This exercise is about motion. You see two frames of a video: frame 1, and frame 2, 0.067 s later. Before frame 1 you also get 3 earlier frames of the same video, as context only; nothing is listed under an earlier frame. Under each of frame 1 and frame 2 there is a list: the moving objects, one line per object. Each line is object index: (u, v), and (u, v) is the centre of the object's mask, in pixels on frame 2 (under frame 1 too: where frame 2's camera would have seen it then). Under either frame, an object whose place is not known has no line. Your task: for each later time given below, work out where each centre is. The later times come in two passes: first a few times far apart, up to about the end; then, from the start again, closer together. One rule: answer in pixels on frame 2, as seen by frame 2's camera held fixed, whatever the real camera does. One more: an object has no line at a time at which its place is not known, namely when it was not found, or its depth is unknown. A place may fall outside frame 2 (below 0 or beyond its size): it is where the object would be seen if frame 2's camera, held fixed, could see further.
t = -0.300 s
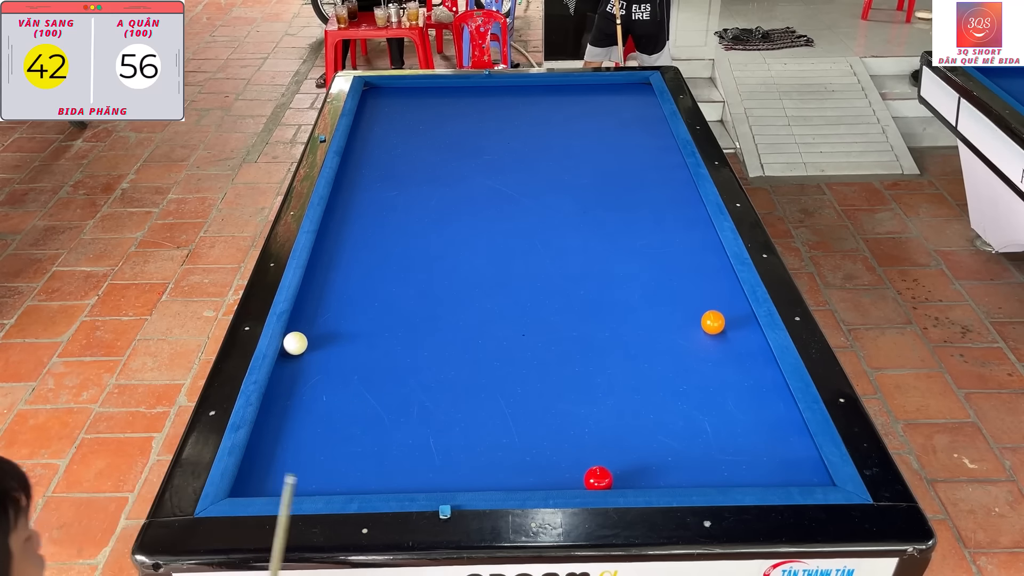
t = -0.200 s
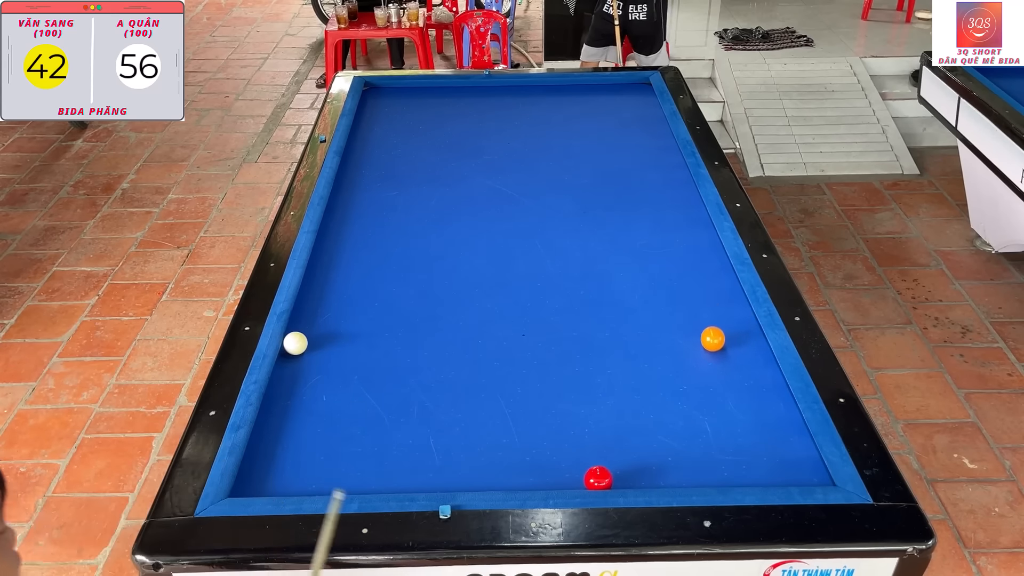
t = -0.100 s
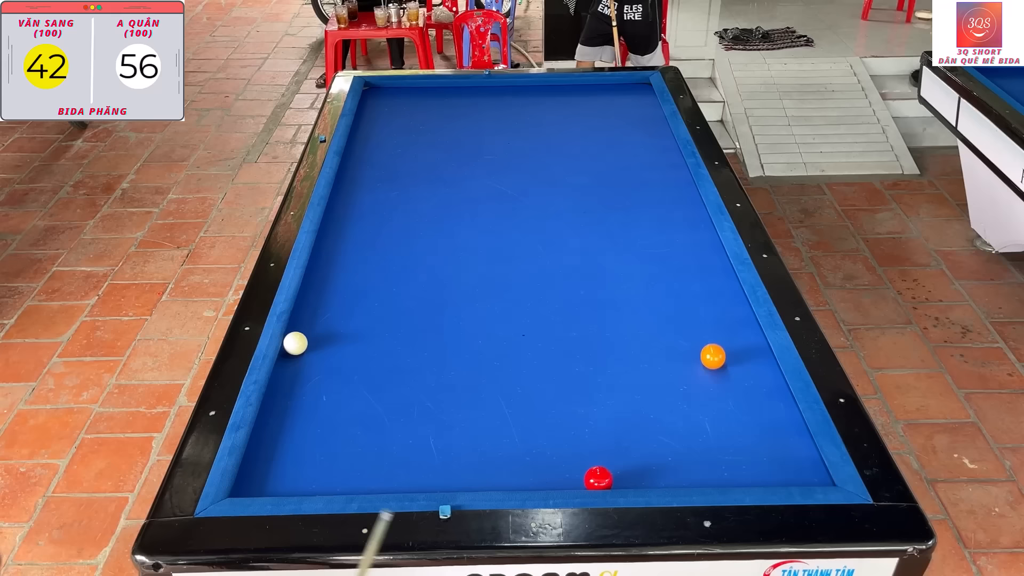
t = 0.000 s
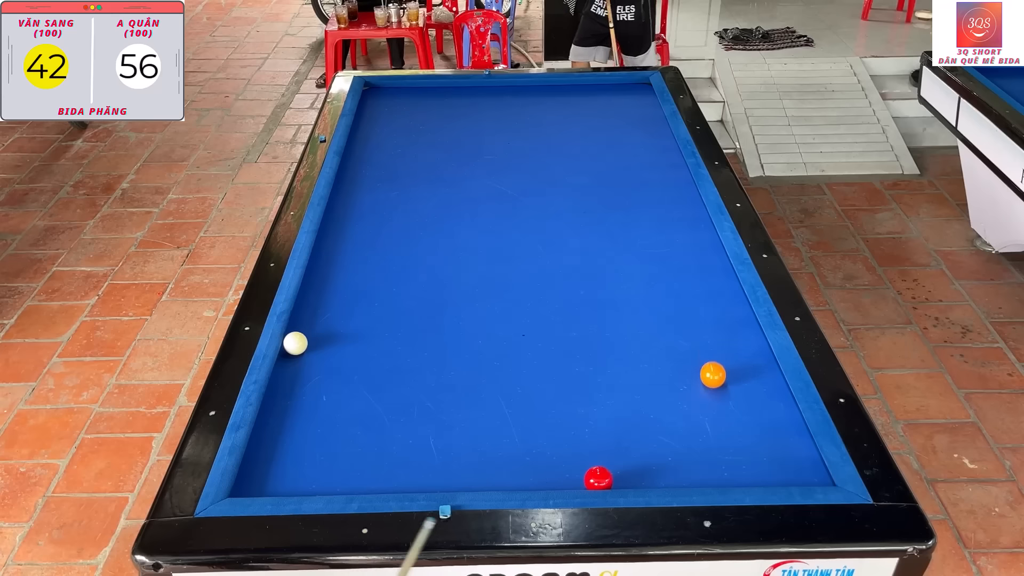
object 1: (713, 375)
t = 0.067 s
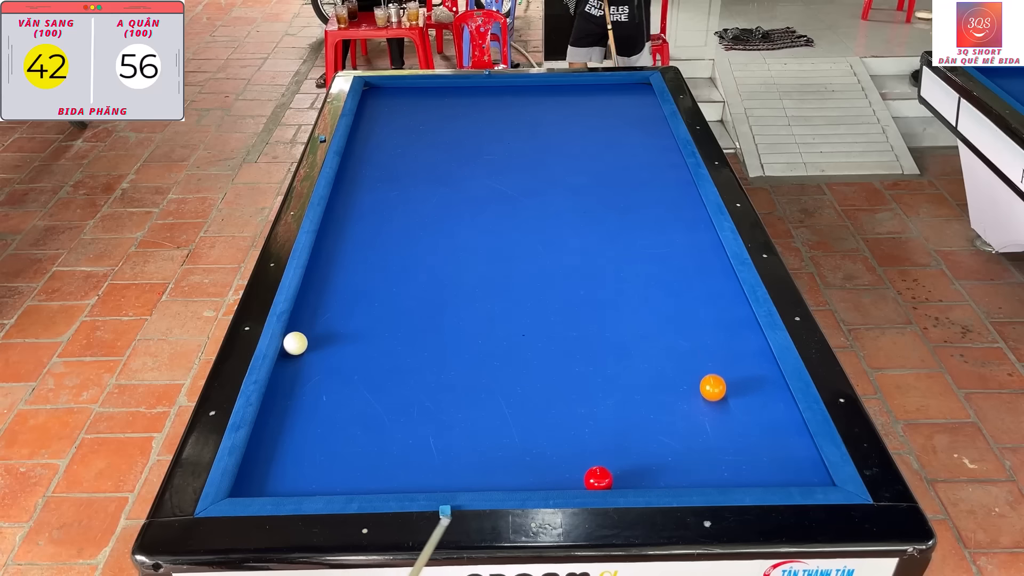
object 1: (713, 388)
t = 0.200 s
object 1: (713, 415)
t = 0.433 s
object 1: (713, 466)
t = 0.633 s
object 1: (689, 459)
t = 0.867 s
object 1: (655, 432)
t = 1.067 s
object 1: (628, 411)
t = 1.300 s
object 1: (599, 388)
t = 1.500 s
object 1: (577, 370)
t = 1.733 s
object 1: (553, 351)
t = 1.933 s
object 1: (533, 336)
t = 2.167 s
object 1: (512, 319)
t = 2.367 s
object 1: (495, 307)
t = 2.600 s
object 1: (477, 293)
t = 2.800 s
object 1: (462, 281)
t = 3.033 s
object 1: (446, 269)
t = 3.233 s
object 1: (433, 260)
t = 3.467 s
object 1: (419, 249)
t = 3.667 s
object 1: (407, 240)
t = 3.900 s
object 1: (395, 231)
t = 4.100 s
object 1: (384, 223)
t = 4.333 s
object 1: (373, 215)
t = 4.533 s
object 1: (364, 208)
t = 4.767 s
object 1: (354, 201)
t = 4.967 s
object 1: (346, 195)
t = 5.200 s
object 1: (343, 188)
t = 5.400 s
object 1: (349, 184)
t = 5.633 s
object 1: (355, 179)
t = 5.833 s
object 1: (361, 175)
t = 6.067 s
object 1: (366, 171)
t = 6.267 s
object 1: (370, 168)
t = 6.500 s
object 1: (375, 164)
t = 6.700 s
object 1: (378, 161)
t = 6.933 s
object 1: (382, 158)
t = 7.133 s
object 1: (385, 156)
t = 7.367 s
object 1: (389, 153)
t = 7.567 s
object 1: (391, 151)
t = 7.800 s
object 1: (393, 149)
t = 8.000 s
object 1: (395, 147)
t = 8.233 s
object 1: (397, 146)
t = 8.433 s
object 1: (398, 144)
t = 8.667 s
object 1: (399, 143)
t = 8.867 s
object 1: (400, 143)
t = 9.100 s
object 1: (400, 142)
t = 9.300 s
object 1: (401, 142)
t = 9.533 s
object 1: (401, 142)
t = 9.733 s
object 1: (401, 142)
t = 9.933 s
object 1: (401, 142)
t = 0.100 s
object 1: (713, 394)
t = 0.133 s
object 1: (713, 401)
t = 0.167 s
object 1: (713, 408)
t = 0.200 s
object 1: (713, 415)
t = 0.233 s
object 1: (713, 421)
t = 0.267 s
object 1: (713, 428)
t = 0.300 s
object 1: (713, 436)
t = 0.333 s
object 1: (713, 443)
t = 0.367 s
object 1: (713, 451)
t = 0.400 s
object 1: (713, 458)
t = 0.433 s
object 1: (713, 466)
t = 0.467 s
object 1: (713, 473)
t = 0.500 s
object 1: (712, 478)
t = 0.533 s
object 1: (706, 475)
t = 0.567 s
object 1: (701, 470)
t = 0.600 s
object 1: (695, 464)
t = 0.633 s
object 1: (689, 459)
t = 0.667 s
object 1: (684, 455)
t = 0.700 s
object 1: (679, 451)
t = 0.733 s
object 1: (674, 447)
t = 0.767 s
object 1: (669, 443)
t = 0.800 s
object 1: (665, 439)
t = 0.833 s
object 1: (660, 436)
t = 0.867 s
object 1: (655, 432)
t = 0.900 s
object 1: (650, 428)
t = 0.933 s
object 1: (646, 425)
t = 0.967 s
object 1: (642, 421)
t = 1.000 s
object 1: (637, 418)
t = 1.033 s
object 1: (633, 414)
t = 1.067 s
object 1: (628, 411)
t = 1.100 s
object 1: (624, 408)
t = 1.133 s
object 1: (620, 404)
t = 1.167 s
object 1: (616, 401)
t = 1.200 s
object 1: (611, 398)
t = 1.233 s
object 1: (607, 394)
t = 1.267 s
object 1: (603, 391)
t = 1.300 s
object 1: (599, 388)
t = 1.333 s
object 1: (596, 385)
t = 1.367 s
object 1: (592, 382)
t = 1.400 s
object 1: (588, 379)
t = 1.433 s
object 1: (584, 376)
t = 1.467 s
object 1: (581, 373)
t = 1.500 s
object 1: (577, 370)
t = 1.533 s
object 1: (573, 367)
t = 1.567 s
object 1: (570, 364)
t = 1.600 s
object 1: (566, 362)
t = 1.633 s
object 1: (563, 359)
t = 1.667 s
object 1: (560, 356)
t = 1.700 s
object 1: (556, 354)
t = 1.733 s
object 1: (553, 351)
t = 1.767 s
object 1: (549, 348)
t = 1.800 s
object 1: (546, 346)
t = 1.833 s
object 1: (543, 343)
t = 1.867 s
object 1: (540, 341)
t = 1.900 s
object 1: (536, 338)
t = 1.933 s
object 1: (533, 336)
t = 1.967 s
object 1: (530, 333)
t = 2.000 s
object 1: (527, 331)
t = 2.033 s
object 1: (524, 329)
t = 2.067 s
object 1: (521, 326)
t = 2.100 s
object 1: (518, 324)
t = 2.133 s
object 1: (515, 322)
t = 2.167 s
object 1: (512, 319)
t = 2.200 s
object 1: (509, 317)
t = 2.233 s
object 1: (507, 315)
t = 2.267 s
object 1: (504, 313)
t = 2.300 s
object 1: (501, 311)
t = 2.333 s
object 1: (498, 309)
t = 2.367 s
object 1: (495, 307)
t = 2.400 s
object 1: (493, 305)
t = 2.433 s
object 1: (490, 303)
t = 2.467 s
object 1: (487, 301)
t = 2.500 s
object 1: (485, 299)
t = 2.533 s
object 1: (482, 297)
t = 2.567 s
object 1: (479, 295)
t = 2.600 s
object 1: (477, 293)
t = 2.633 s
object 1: (474, 291)
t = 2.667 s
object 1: (472, 289)
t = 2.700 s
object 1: (469, 287)
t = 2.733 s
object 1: (467, 285)
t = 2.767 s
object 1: (465, 283)
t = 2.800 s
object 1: (462, 281)
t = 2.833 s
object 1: (460, 280)
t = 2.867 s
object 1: (457, 278)
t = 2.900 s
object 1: (455, 276)
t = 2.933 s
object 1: (453, 274)
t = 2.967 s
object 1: (451, 273)
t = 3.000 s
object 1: (448, 271)
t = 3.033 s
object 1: (446, 269)
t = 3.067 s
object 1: (444, 268)
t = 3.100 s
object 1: (442, 266)
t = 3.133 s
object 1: (439, 264)
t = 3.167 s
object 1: (437, 263)
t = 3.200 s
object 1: (435, 261)
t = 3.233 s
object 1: (433, 260)
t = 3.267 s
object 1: (431, 258)
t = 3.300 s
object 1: (429, 256)
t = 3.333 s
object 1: (427, 255)
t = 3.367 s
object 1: (425, 253)
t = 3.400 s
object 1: (423, 252)
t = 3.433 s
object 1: (421, 250)
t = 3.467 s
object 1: (419, 249)
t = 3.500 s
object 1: (417, 247)
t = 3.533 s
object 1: (415, 246)
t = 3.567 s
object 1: (413, 244)
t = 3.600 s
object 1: (411, 243)
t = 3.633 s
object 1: (409, 242)
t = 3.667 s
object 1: (407, 240)
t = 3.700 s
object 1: (405, 239)
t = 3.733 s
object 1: (403, 238)
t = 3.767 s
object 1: (402, 236)
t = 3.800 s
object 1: (400, 235)
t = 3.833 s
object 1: (398, 233)
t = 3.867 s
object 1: (396, 232)
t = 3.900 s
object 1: (395, 231)
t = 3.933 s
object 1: (393, 230)
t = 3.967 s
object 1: (391, 228)
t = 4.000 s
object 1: (389, 227)
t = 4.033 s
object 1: (388, 226)
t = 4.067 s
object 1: (386, 224)
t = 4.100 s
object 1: (384, 223)
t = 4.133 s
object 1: (383, 222)
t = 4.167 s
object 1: (381, 221)
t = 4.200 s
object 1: (379, 220)
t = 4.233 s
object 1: (378, 218)
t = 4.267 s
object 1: (376, 217)
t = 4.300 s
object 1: (375, 216)
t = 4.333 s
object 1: (373, 215)
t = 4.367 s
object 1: (372, 214)
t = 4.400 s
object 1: (370, 213)
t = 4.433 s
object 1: (369, 211)
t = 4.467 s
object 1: (367, 210)
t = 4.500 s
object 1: (365, 209)
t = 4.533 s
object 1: (364, 208)
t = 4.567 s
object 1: (362, 207)
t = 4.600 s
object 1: (361, 206)
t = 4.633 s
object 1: (360, 205)
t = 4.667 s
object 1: (358, 204)
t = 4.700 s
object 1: (357, 203)
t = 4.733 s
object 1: (355, 202)
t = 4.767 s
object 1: (354, 201)
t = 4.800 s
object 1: (353, 200)
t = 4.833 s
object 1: (351, 199)
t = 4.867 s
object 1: (350, 198)
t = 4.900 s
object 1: (348, 197)
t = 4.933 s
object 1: (347, 196)
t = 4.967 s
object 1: (346, 195)
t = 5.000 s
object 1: (344, 194)
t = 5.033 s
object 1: (343, 192)
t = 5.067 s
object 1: (342, 192)
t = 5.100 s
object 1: (341, 191)
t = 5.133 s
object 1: (341, 190)
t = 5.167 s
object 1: (342, 189)
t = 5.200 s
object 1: (343, 188)
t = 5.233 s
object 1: (344, 188)
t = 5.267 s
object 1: (345, 187)
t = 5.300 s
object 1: (346, 186)
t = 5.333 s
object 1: (347, 185)
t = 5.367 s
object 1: (348, 185)
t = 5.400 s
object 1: (349, 184)
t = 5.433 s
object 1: (350, 183)
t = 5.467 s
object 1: (351, 183)
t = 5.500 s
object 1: (352, 182)
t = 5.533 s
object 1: (353, 181)
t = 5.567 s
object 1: (354, 181)
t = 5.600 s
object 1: (355, 180)
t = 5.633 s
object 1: (355, 179)
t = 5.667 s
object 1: (356, 179)
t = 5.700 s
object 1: (357, 178)
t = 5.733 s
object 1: (358, 177)
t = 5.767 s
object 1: (359, 177)
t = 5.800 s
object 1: (360, 176)
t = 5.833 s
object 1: (361, 175)
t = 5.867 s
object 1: (362, 175)
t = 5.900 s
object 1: (362, 174)
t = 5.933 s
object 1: (363, 174)
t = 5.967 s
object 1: (364, 173)
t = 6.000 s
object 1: (365, 172)
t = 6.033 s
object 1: (365, 172)
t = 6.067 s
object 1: (366, 171)
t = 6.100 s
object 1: (367, 171)
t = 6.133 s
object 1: (368, 170)
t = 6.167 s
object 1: (368, 170)
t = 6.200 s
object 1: (369, 169)
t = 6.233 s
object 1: (370, 168)
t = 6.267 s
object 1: (370, 168)
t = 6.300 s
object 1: (371, 167)
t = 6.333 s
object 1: (372, 167)
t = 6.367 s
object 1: (372, 166)
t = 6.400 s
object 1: (373, 166)
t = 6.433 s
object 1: (374, 165)
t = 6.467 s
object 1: (374, 165)
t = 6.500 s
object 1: (375, 164)
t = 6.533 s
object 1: (375, 164)
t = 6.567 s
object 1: (376, 163)
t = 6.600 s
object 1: (377, 163)
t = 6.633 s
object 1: (377, 162)
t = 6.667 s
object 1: (378, 162)
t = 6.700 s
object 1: (378, 161)
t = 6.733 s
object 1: (379, 161)
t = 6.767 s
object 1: (380, 160)
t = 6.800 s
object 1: (380, 160)
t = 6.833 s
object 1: (381, 159)
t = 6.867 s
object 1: (381, 159)
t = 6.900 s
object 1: (382, 158)
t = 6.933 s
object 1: (382, 158)
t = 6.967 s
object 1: (383, 158)
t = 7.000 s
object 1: (383, 157)
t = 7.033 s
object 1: (384, 157)
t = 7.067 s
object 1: (384, 156)
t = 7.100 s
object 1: (385, 156)
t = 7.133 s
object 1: (385, 156)
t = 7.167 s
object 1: (386, 155)
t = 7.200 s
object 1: (386, 155)
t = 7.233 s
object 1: (387, 154)
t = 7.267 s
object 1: (387, 154)
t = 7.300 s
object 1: (388, 154)
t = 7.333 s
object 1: (388, 153)
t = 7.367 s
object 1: (389, 153)
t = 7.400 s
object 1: (389, 152)
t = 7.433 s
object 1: (389, 152)
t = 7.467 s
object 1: (390, 152)
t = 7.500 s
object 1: (390, 151)
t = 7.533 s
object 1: (390, 151)
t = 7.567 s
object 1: (391, 151)
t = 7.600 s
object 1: (391, 150)
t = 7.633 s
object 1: (392, 150)
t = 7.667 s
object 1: (392, 150)
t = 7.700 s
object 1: (392, 149)
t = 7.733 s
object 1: (393, 149)
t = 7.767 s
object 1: (393, 149)
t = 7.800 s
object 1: (393, 149)
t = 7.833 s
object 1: (393, 148)
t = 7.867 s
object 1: (394, 148)
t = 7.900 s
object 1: (394, 148)
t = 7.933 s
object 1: (394, 148)
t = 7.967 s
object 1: (395, 147)
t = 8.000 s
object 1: (395, 147)
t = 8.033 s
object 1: (395, 147)
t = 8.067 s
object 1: (396, 147)
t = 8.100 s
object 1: (396, 146)
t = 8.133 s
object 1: (396, 146)
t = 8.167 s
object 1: (396, 146)
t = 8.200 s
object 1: (397, 146)
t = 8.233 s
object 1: (397, 146)
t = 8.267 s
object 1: (397, 145)
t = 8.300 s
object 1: (397, 145)
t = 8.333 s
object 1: (397, 145)
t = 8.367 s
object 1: (398, 145)
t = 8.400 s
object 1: (398, 145)
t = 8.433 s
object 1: (398, 144)
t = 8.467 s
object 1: (398, 144)
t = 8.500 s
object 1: (398, 144)
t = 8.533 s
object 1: (399, 144)
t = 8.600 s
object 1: (399, 144)
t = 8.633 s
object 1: (399, 144)
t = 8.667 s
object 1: (399, 143)
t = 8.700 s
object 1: (399, 143)
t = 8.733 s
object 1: (399, 143)
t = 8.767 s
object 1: (399, 143)
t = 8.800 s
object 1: (399, 143)
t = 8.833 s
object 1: (400, 143)
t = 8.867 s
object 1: (400, 143)
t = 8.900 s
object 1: (400, 143)
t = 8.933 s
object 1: (400, 142)
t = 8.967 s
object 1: (400, 142)
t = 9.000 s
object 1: (400, 142)
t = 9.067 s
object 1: (400, 142)
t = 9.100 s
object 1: (400, 142)
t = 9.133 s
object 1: (400, 142)
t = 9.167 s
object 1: (400, 142)
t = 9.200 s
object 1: (401, 142)
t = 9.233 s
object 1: (401, 142)
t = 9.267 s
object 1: (401, 142)
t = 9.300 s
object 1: (401, 142)
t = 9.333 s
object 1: (401, 142)
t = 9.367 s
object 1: (401, 142)
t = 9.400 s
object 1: (401, 142)
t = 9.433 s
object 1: (401, 142)
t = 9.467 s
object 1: (401, 142)
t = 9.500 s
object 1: (401, 142)
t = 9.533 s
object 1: (401, 142)
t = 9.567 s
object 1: (401, 142)
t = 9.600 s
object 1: (401, 142)
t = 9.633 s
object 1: (401, 142)
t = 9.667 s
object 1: (401, 141)
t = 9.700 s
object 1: (401, 142)
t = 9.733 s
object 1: (401, 142)
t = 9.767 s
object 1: (401, 141)
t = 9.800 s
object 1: (401, 142)
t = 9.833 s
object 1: (401, 142)
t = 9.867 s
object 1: (401, 142)
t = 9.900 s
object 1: (401, 141)
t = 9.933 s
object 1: (401, 142)
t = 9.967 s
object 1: (401, 142)
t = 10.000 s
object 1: (401, 141)
